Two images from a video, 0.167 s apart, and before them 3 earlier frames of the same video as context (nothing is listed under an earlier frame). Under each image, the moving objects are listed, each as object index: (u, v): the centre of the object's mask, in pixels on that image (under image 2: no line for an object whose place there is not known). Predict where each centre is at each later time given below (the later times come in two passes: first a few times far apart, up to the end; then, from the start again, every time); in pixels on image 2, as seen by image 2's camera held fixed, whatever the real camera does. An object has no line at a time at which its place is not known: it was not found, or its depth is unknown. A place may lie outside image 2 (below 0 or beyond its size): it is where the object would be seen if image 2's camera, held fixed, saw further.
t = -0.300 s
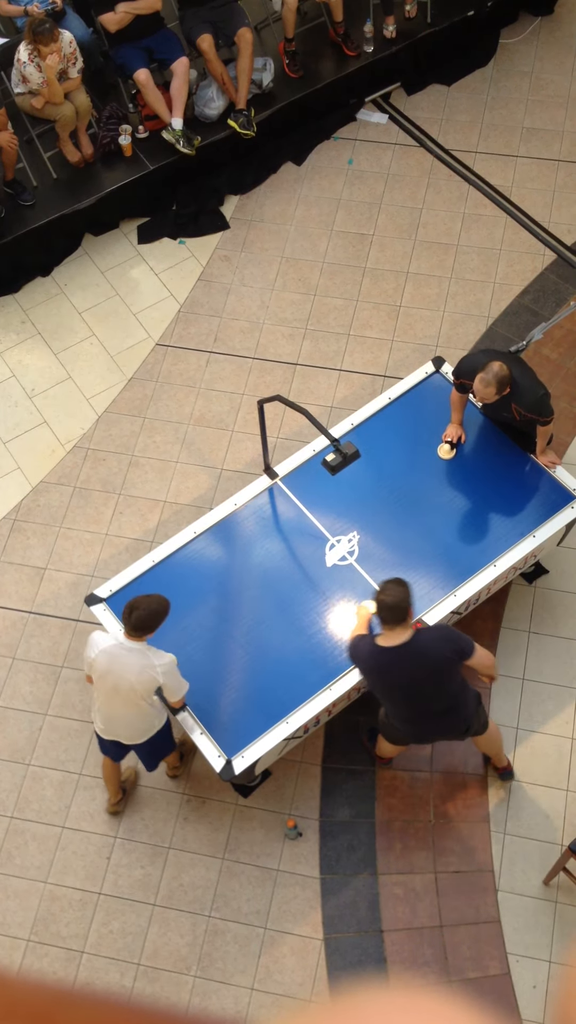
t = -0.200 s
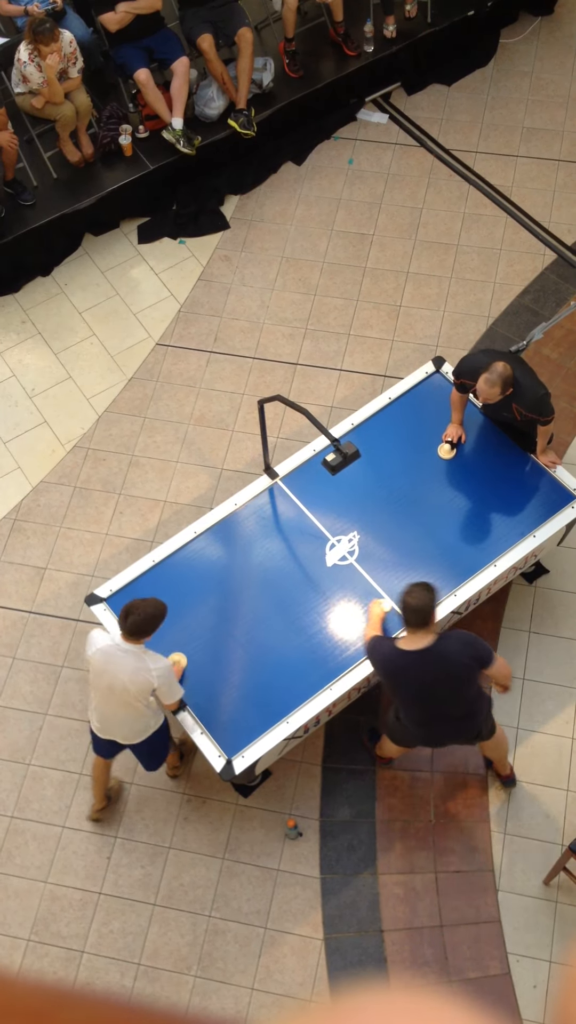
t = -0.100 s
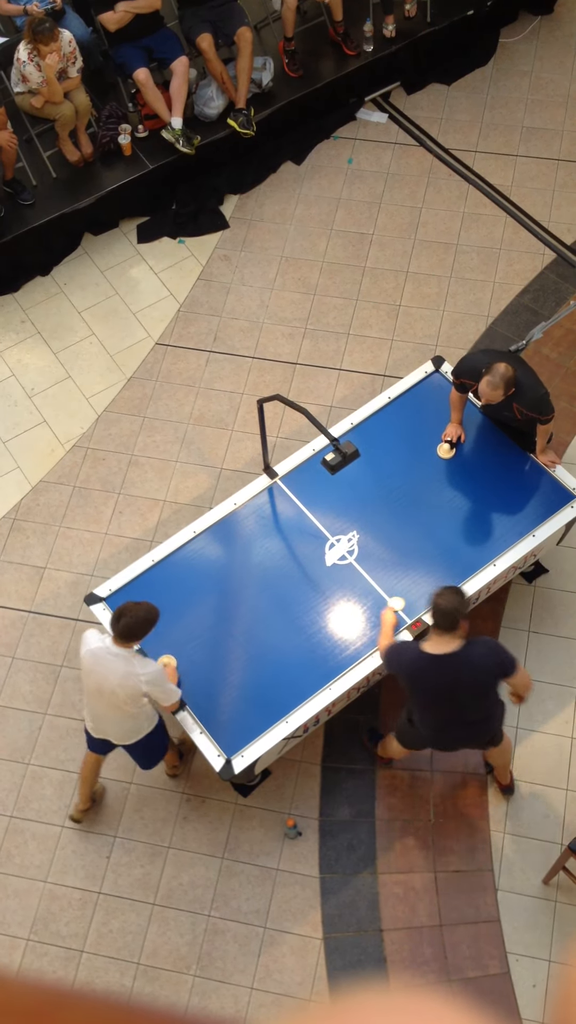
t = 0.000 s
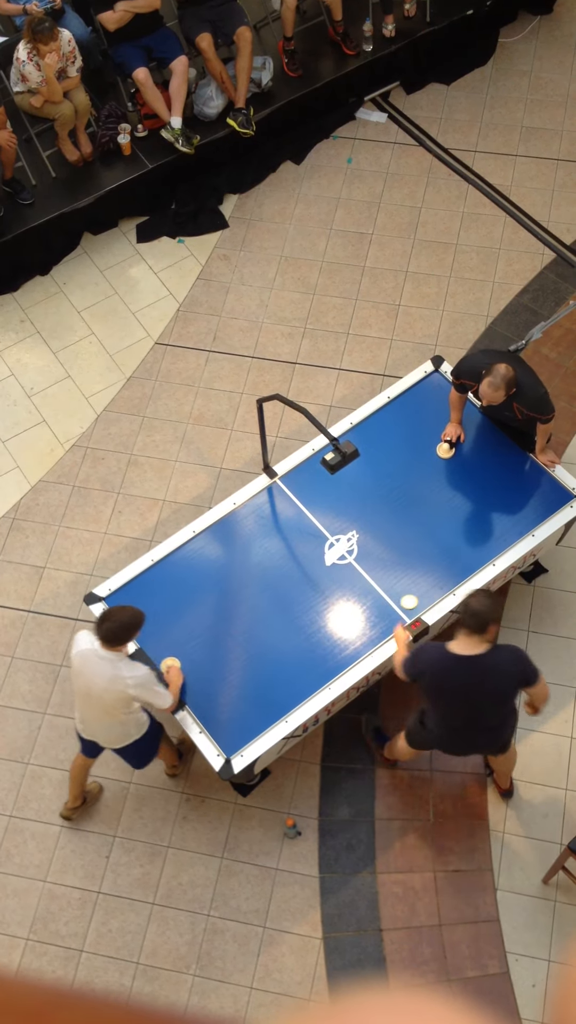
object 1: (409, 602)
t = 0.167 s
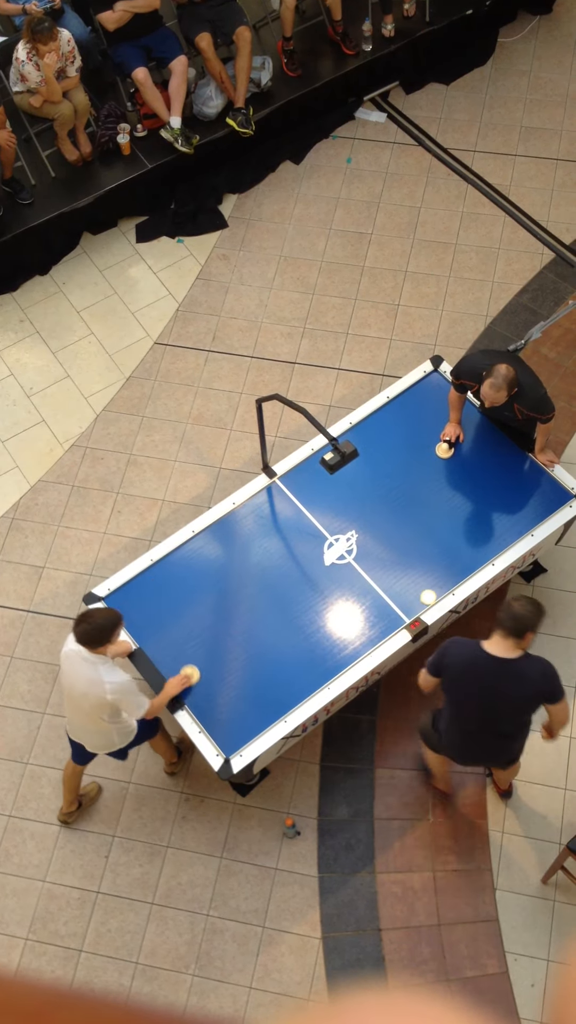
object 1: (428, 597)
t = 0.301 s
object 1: (433, 585)
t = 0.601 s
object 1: (441, 557)
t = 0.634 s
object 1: (441, 554)
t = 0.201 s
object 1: (430, 594)
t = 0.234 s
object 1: (431, 591)
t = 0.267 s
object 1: (432, 588)
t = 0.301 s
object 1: (433, 585)
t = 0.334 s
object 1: (434, 581)
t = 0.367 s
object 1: (435, 578)
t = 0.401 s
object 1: (436, 575)
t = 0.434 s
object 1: (436, 572)
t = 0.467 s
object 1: (437, 569)
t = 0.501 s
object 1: (438, 566)
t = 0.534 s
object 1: (439, 563)
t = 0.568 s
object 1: (440, 560)
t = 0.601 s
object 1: (441, 557)
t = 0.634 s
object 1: (441, 554)
